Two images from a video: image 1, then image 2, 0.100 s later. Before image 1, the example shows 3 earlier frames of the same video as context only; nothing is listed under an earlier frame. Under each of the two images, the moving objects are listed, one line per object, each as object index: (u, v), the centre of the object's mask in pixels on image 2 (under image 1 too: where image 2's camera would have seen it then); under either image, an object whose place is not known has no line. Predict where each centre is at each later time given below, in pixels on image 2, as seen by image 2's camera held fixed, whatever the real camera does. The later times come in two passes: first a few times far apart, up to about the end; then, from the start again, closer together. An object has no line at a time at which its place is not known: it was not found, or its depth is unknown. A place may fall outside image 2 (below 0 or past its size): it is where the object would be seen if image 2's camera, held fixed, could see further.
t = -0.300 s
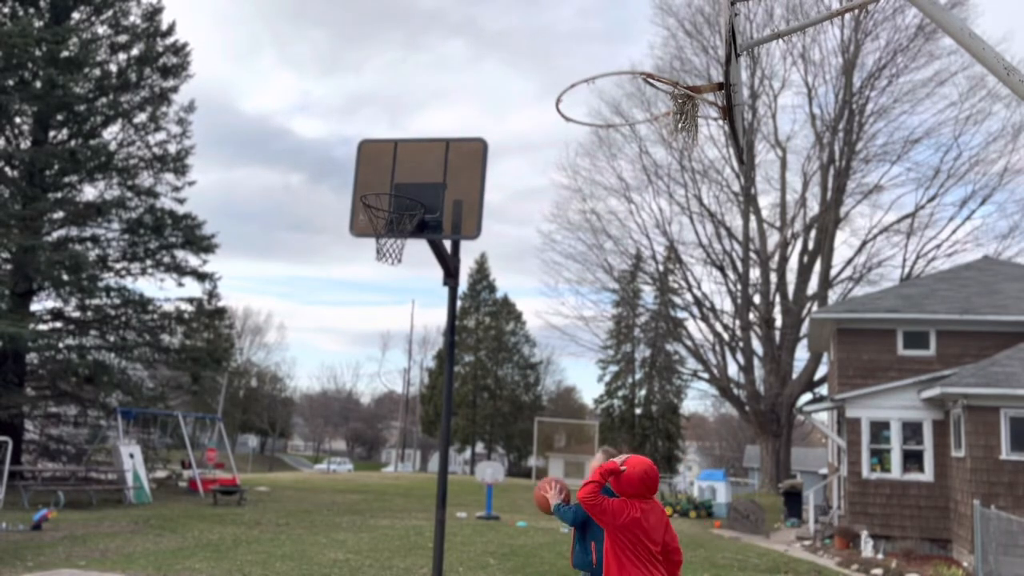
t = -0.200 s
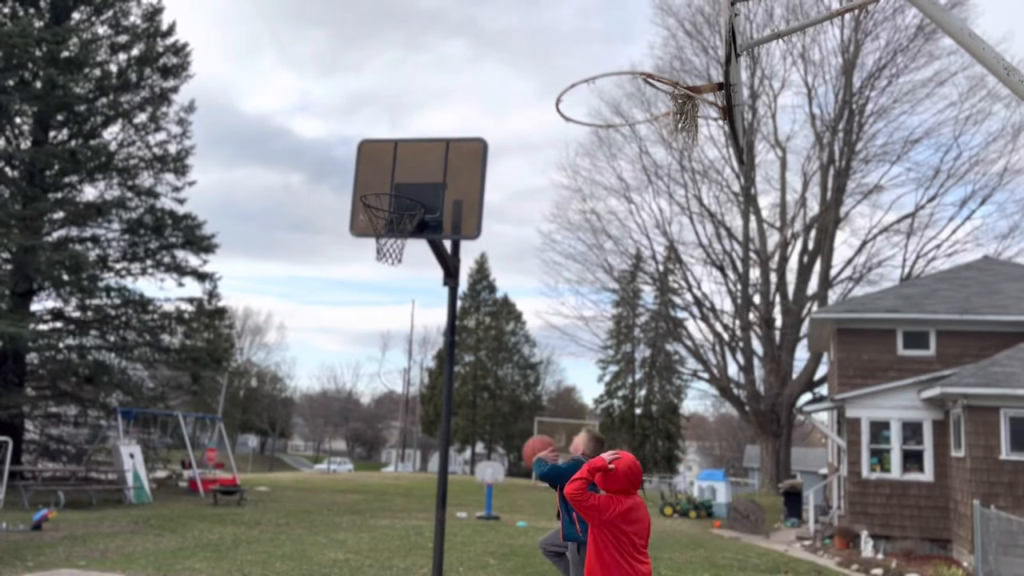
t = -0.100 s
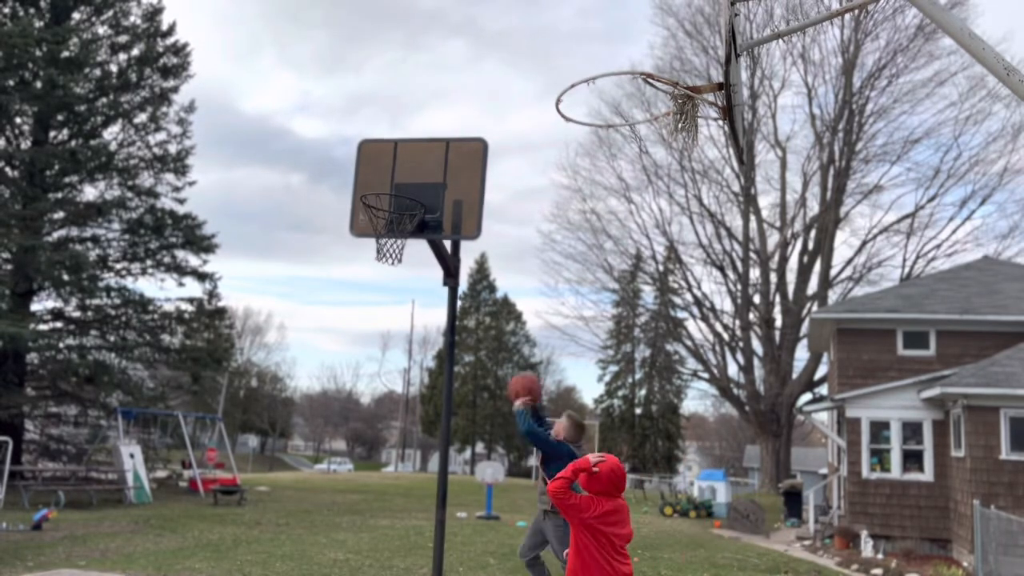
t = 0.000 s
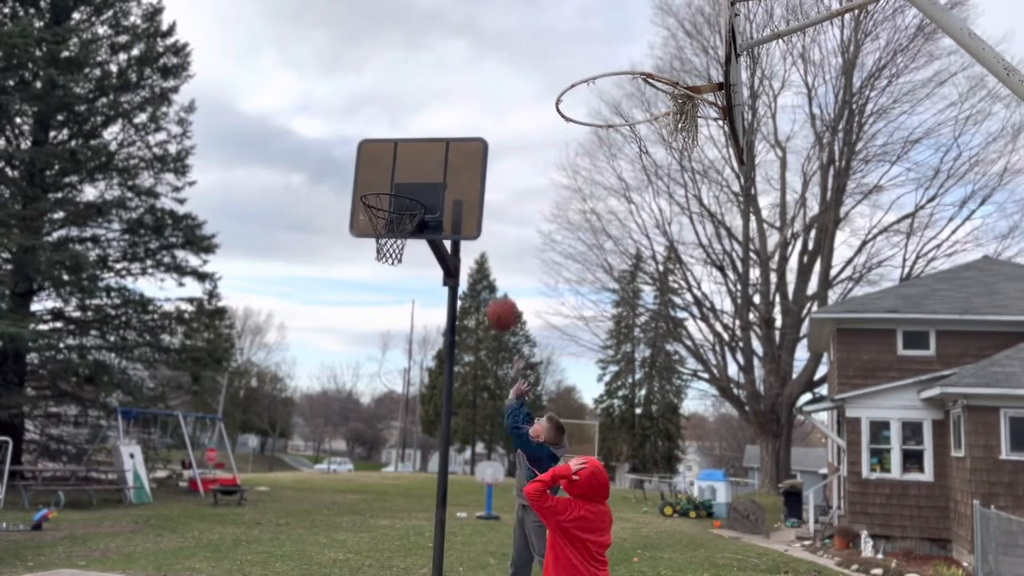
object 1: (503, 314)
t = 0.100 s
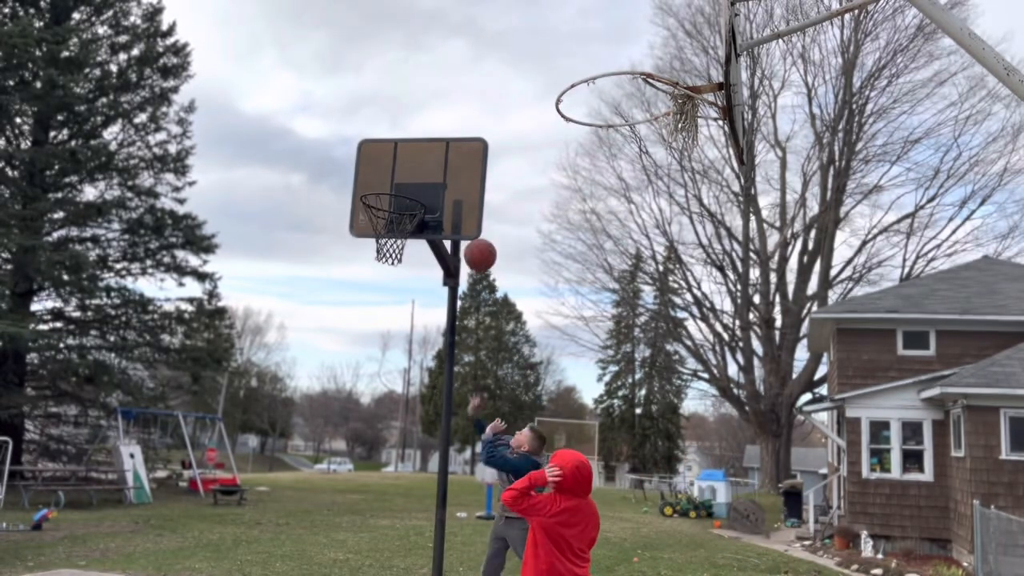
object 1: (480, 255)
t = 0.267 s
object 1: (444, 191)
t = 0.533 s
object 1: (388, 168)
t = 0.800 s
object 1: (331, 233)
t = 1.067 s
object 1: (270, 382)
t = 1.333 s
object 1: (211, 567)
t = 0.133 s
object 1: (473, 239)
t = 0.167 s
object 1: (466, 225)
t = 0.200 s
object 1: (458, 212)
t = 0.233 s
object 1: (451, 201)
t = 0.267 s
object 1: (444, 191)
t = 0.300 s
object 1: (437, 183)
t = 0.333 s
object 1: (430, 176)
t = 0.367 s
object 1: (423, 172)
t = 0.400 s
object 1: (416, 168)
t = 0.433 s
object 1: (409, 166)
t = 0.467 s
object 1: (402, 165)
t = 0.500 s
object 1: (395, 166)
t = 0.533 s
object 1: (388, 168)
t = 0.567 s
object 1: (380, 172)
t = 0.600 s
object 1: (374, 176)
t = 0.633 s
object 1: (367, 181)
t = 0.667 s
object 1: (360, 190)
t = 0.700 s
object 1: (351, 199)
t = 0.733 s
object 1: (345, 209)
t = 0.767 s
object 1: (338, 220)
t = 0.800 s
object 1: (331, 233)
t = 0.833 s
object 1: (324, 247)
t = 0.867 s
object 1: (316, 262)
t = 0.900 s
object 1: (309, 279)
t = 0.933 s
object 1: (301, 297)
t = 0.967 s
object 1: (293, 316)
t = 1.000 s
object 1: (285, 337)
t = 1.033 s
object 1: (277, 359)
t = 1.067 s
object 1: (270, 382)
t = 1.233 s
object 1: (230, 519)
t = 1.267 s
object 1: (222, 551)
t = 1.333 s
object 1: (211, 567)
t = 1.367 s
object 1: (210, 548)
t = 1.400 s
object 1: (210, 522)
